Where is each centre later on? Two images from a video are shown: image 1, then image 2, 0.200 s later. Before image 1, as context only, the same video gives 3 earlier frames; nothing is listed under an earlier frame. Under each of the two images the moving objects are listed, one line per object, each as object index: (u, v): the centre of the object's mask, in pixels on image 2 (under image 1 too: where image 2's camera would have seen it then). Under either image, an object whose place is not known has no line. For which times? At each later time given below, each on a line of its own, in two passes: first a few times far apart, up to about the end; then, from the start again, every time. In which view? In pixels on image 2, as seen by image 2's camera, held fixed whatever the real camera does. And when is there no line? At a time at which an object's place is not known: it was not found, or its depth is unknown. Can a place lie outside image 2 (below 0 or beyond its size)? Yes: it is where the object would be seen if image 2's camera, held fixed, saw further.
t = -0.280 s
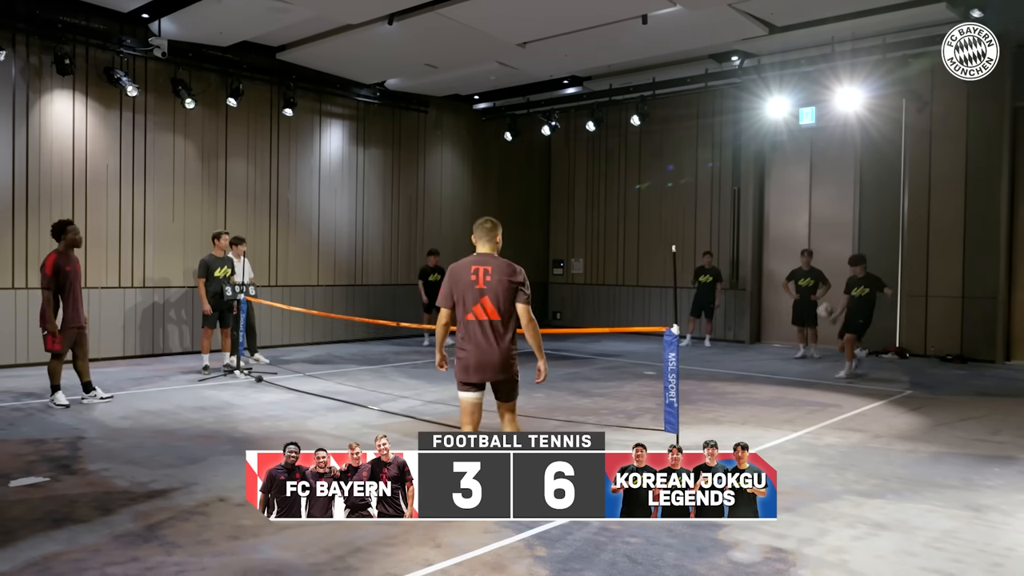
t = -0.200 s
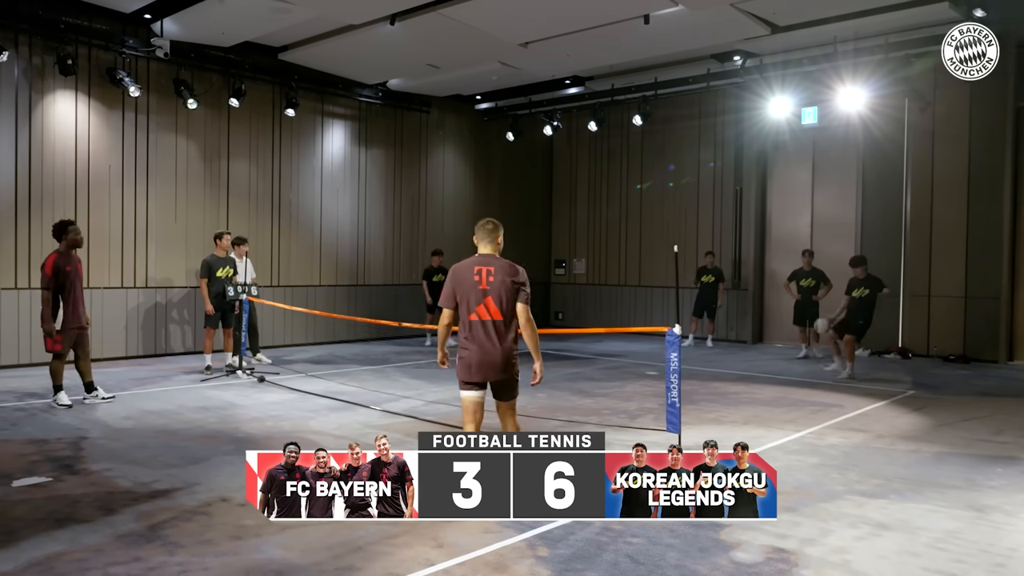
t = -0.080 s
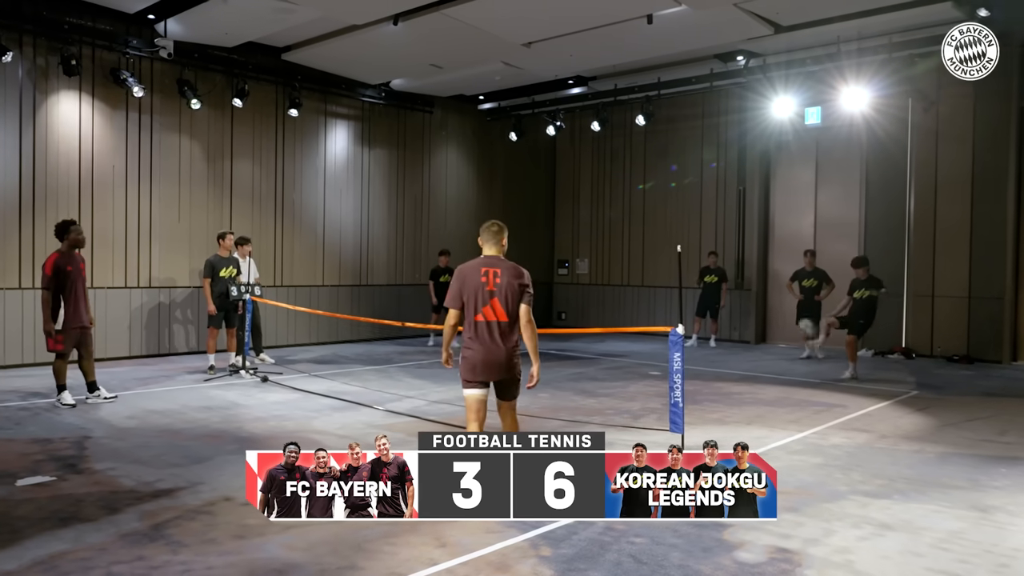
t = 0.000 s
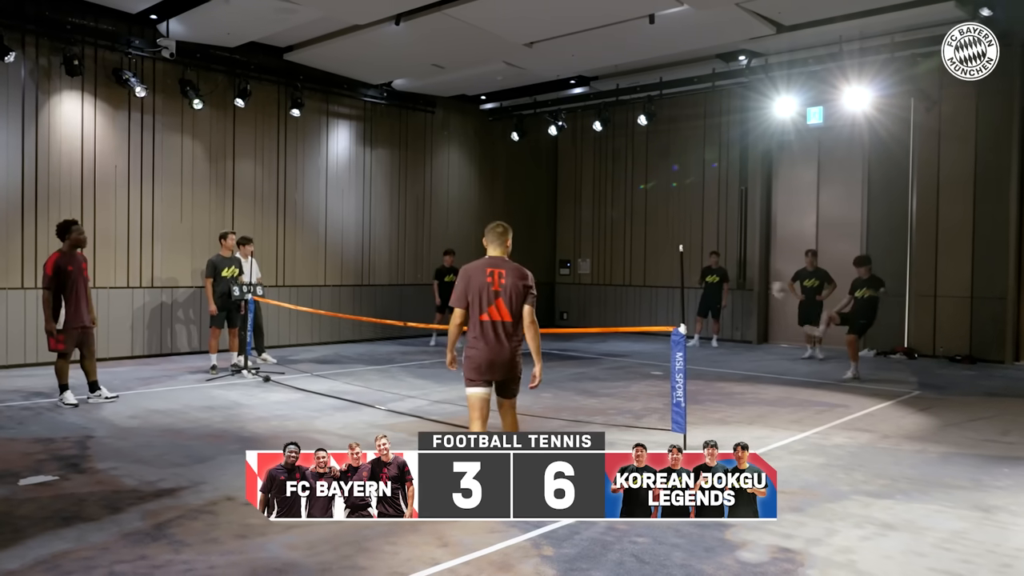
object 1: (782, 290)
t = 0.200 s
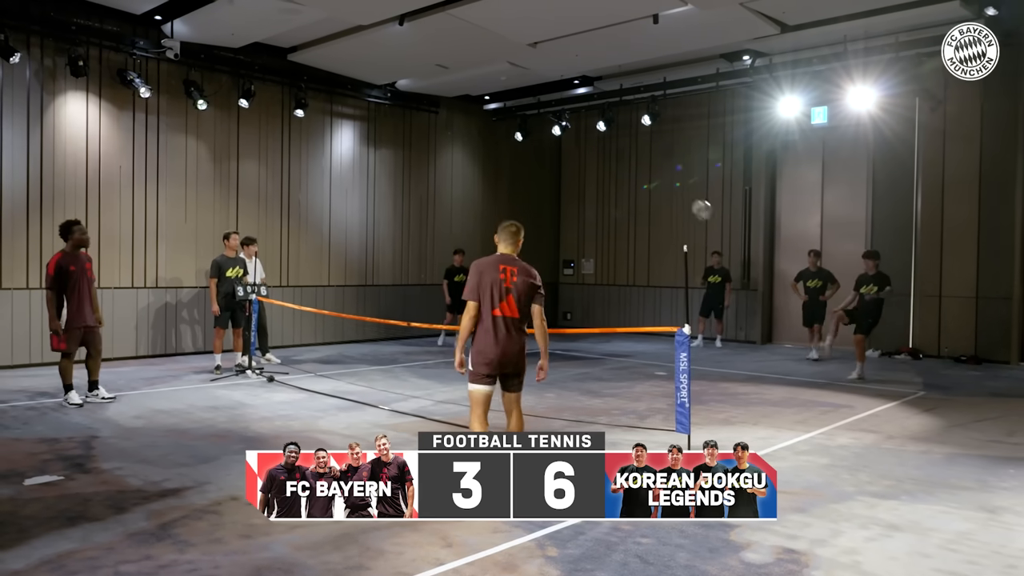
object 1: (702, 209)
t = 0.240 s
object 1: (683, 196)
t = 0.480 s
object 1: (556, 139)
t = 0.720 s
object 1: (395, 134)
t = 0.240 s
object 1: (683, 196)
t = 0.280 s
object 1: (663, 184)
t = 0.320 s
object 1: (643, 172)
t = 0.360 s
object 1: (623, 162)
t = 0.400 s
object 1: (601, 153)
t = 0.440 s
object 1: (579, 145)
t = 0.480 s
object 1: (556, 139)
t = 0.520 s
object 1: (532, 134)
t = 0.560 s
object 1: (506, 130)
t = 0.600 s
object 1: (480, 129)
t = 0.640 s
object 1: (453, 129)
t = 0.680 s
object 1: (424, 131)
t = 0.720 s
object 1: (395, 134)
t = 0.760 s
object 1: (366, 139)
